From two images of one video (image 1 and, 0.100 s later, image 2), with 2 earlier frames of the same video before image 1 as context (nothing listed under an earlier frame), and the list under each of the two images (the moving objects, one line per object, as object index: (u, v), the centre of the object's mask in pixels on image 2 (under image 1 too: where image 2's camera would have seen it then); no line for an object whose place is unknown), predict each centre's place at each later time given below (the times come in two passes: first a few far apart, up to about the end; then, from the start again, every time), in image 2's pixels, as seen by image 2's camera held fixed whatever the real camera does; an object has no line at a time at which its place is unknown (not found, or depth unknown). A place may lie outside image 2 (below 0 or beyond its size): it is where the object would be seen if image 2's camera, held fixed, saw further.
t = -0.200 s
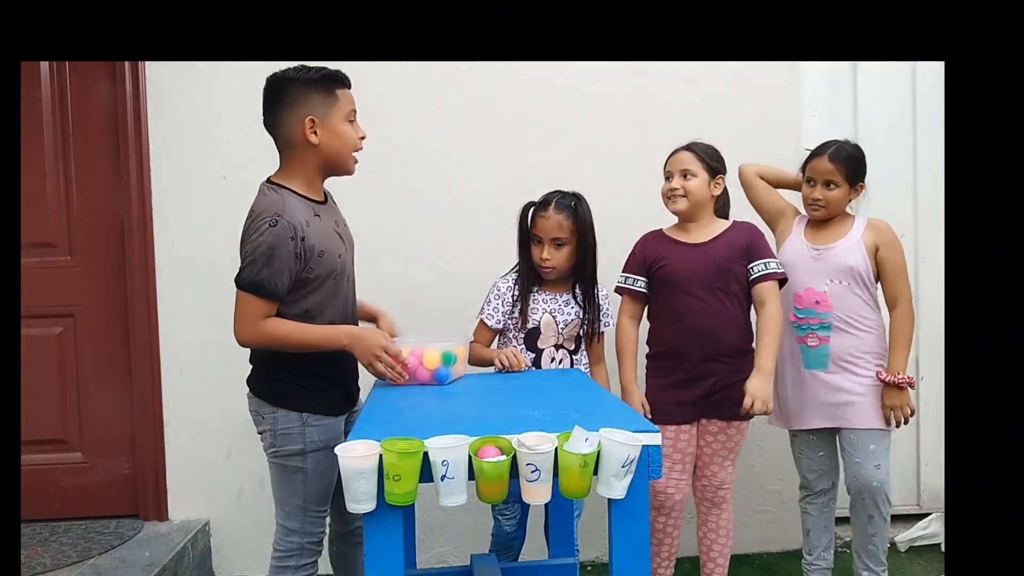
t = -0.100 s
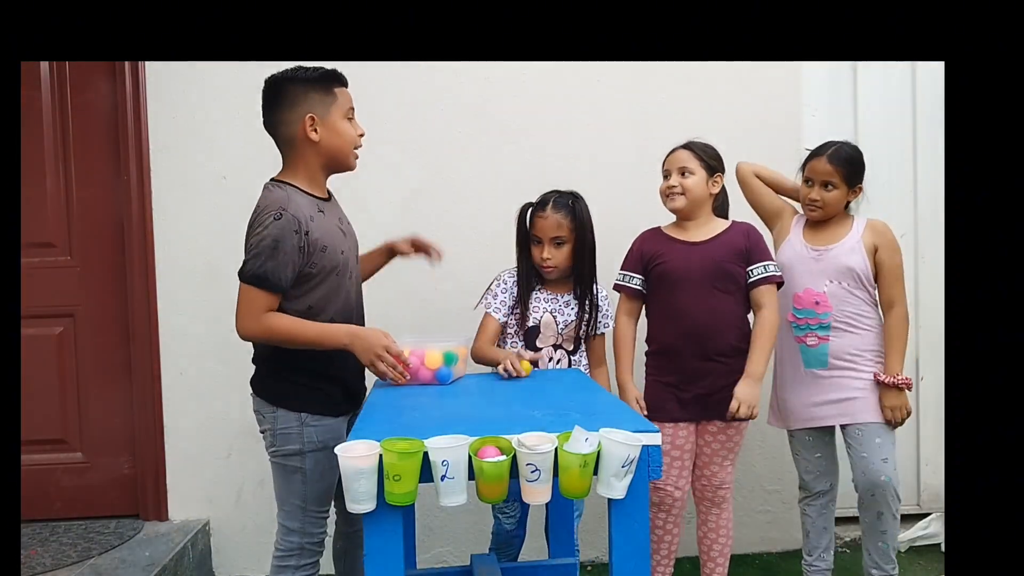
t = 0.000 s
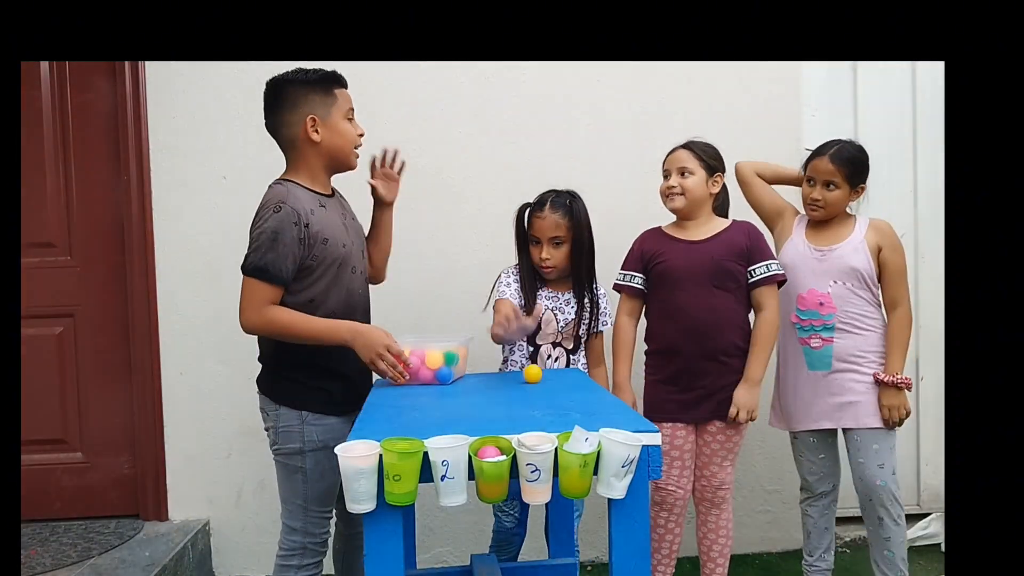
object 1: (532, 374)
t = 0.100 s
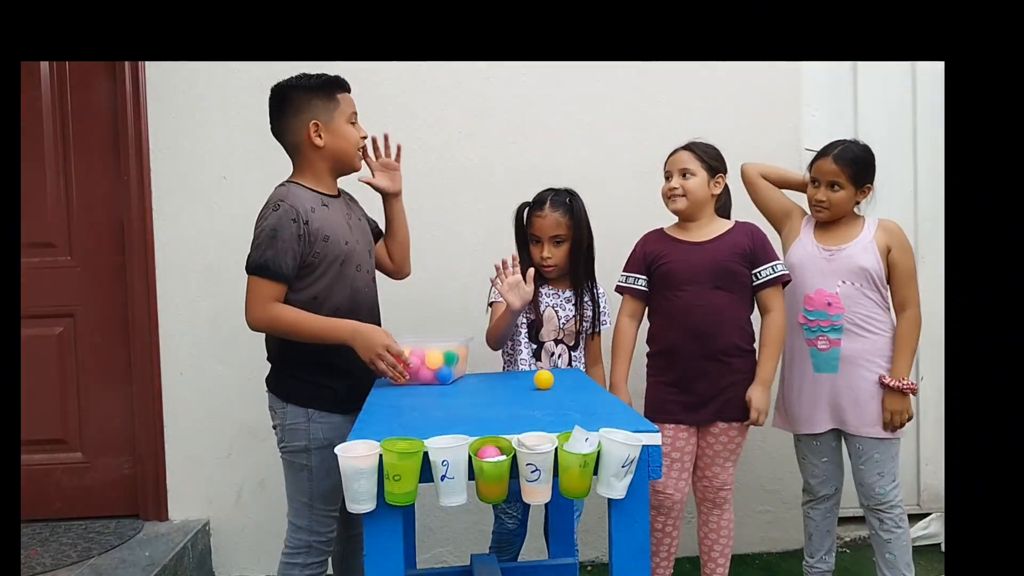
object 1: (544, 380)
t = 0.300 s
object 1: (570, 393)
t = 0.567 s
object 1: (601, 416)
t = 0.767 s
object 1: (600, 497)
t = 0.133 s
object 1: (548, 382)
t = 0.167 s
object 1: (553, 384)
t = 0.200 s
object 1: (557, 386)
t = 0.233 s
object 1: (560, 389)
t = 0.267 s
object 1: (565, 390)
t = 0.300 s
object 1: (570, 393)
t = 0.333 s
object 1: (574, 395)
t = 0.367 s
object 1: (578, 398)
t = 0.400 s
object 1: (582, 401)
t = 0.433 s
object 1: (587, 404)
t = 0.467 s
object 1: (590, 407)
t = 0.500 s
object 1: (593, 410)
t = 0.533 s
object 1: (597, 413)
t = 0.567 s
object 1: (601, 416)
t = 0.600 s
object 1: (601, 414)
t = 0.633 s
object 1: (600, 417)
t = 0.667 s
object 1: (600, 425)
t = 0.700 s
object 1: (600, 439)
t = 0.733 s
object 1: (599, 463)
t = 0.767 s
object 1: (600, 497)
